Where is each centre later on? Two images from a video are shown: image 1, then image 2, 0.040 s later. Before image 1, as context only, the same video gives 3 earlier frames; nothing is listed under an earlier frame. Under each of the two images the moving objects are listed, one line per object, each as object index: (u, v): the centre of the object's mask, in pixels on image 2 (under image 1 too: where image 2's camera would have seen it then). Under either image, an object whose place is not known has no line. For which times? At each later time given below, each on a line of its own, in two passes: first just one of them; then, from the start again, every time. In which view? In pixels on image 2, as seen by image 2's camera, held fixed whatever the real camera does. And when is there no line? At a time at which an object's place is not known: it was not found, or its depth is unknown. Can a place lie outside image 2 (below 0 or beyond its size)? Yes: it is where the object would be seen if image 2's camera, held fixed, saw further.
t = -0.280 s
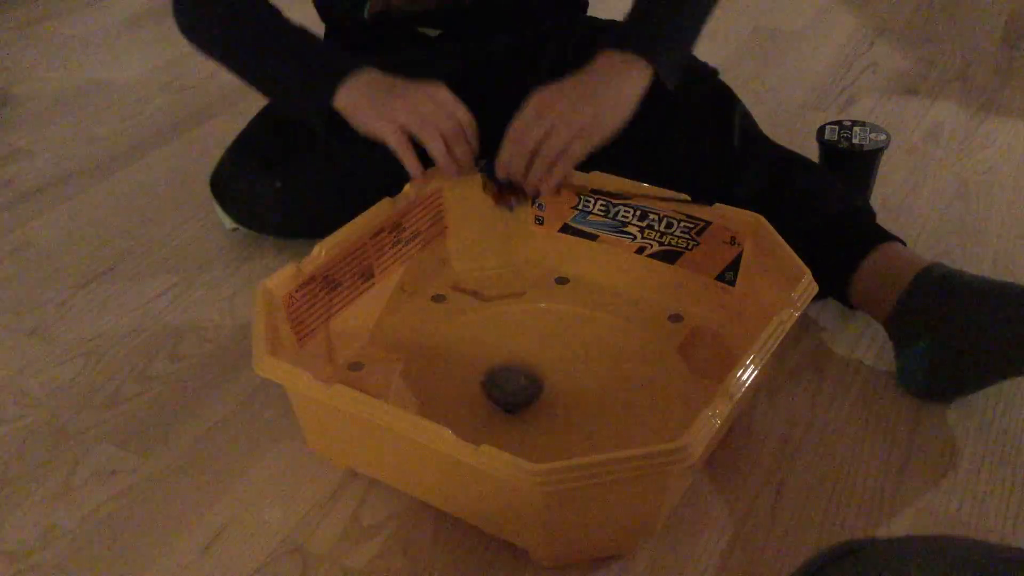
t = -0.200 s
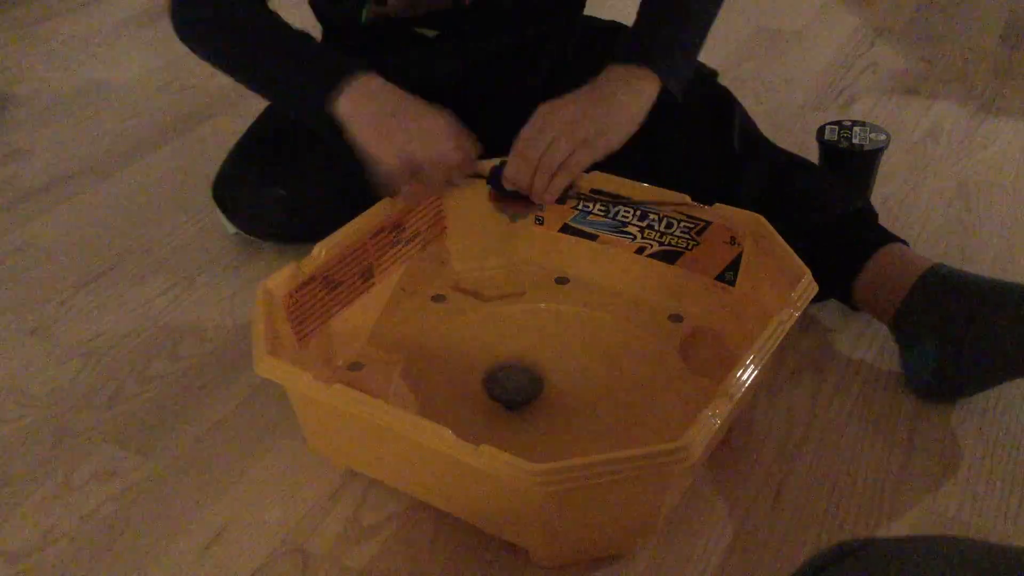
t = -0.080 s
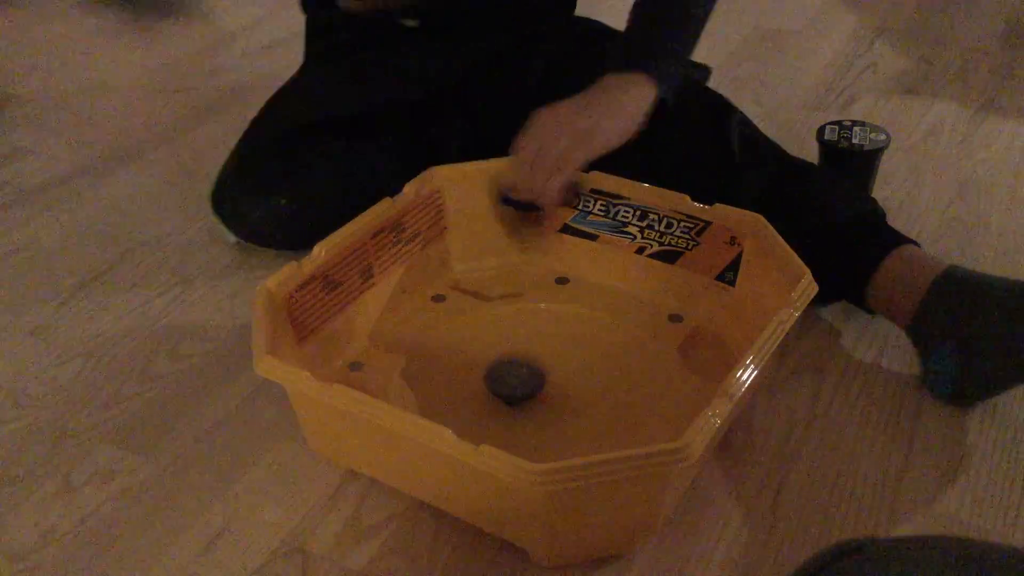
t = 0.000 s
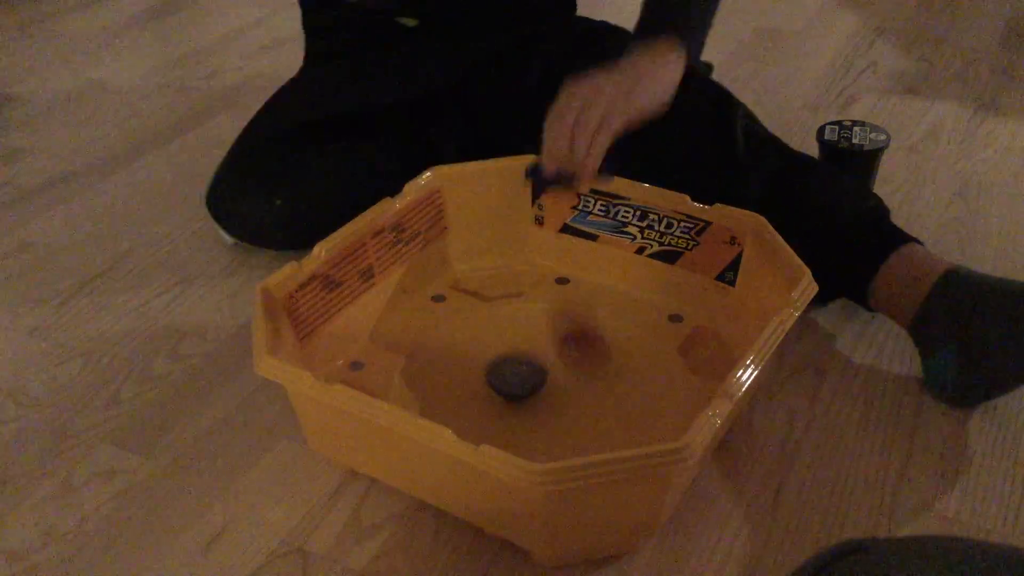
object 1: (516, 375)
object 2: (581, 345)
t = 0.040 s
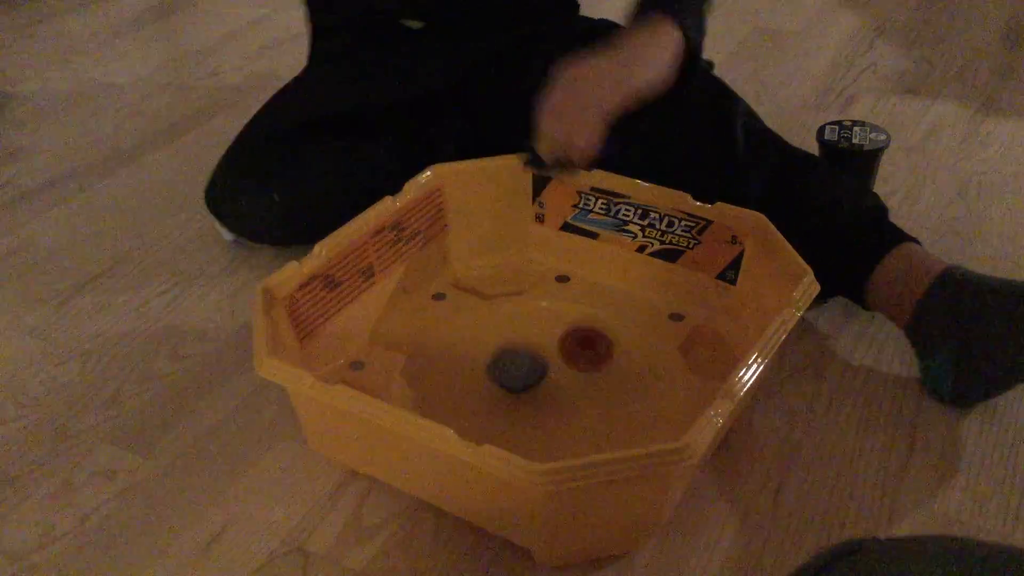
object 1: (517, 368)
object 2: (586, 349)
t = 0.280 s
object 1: (526, 374)
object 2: (613, 395)
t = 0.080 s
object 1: (518, 367)
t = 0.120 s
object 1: (520, 376)
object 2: (590, 372)
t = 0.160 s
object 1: (520, 375)
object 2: (593, 397)
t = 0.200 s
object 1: (521, 374)
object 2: (598, 402)
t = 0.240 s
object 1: (524, 374)
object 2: (604, 400)
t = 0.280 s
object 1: (526, 374)
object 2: (613, 395)
